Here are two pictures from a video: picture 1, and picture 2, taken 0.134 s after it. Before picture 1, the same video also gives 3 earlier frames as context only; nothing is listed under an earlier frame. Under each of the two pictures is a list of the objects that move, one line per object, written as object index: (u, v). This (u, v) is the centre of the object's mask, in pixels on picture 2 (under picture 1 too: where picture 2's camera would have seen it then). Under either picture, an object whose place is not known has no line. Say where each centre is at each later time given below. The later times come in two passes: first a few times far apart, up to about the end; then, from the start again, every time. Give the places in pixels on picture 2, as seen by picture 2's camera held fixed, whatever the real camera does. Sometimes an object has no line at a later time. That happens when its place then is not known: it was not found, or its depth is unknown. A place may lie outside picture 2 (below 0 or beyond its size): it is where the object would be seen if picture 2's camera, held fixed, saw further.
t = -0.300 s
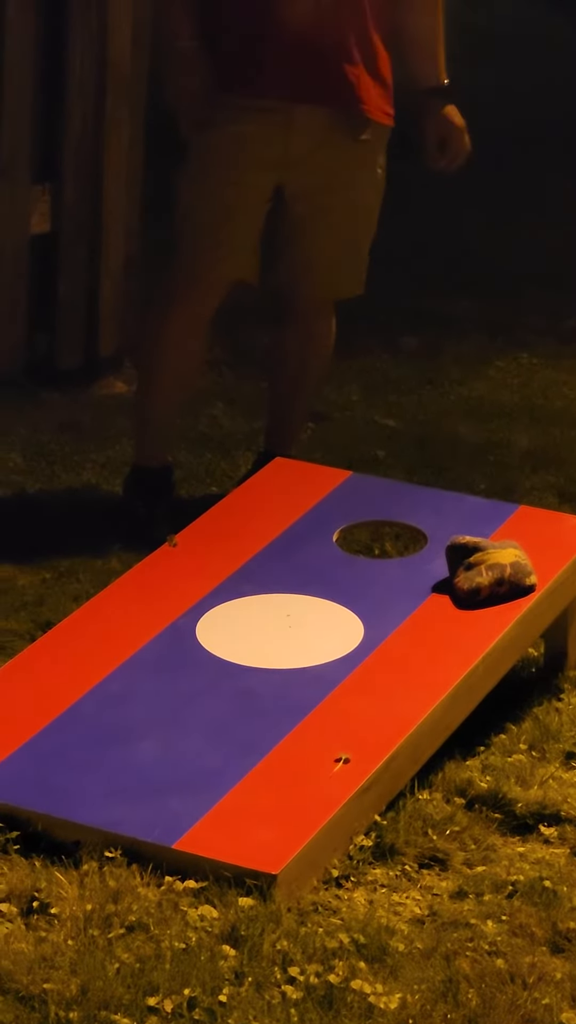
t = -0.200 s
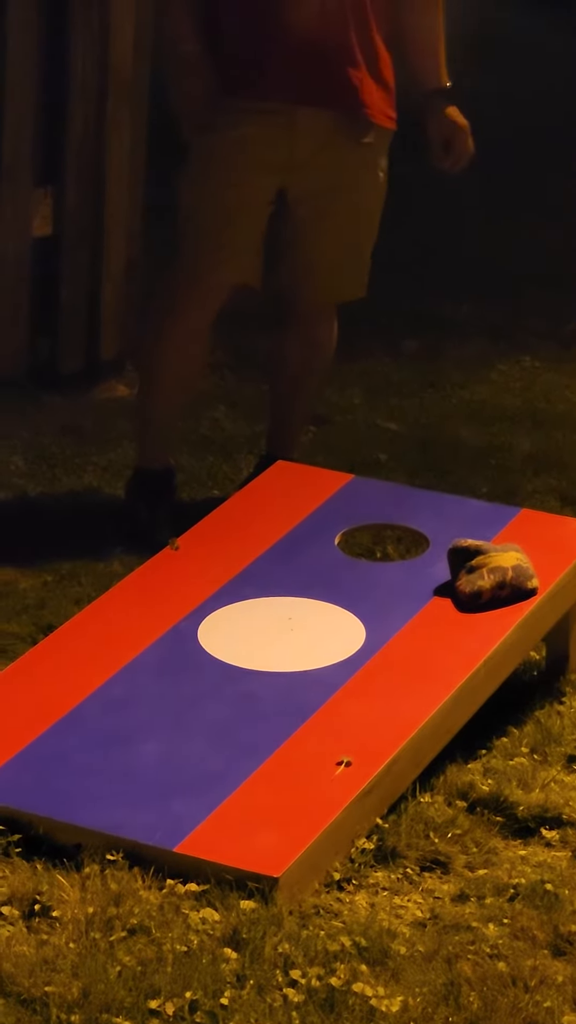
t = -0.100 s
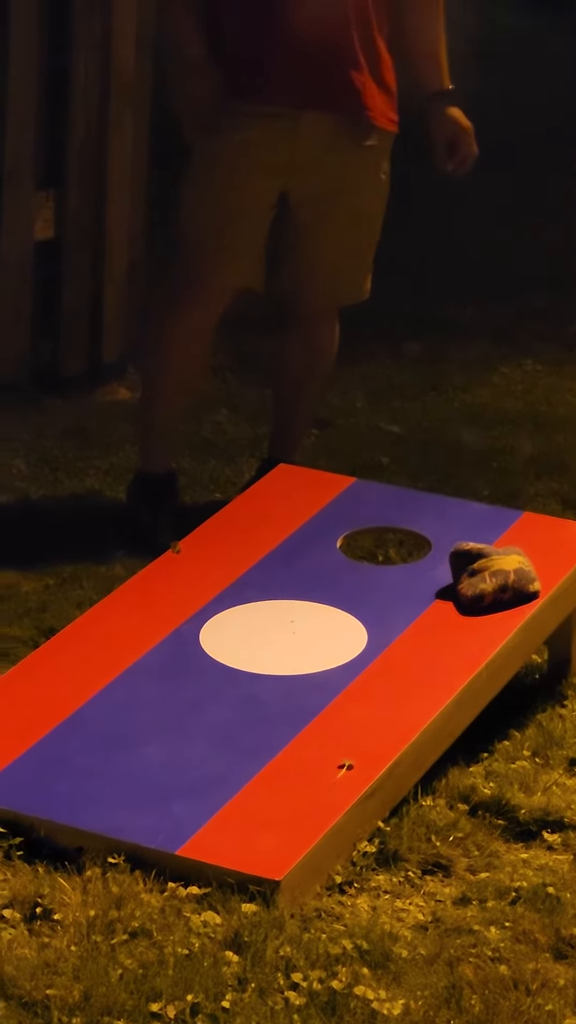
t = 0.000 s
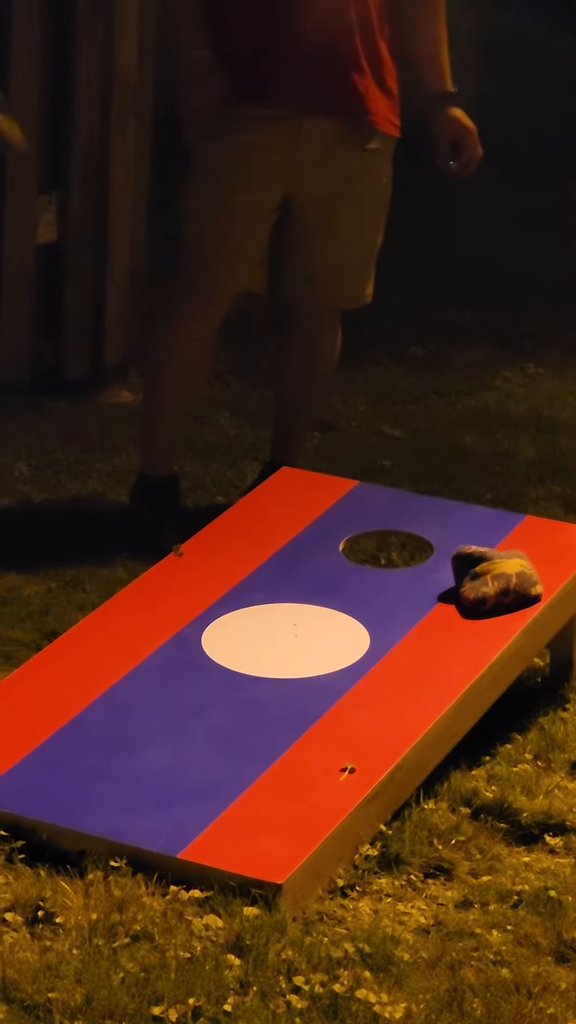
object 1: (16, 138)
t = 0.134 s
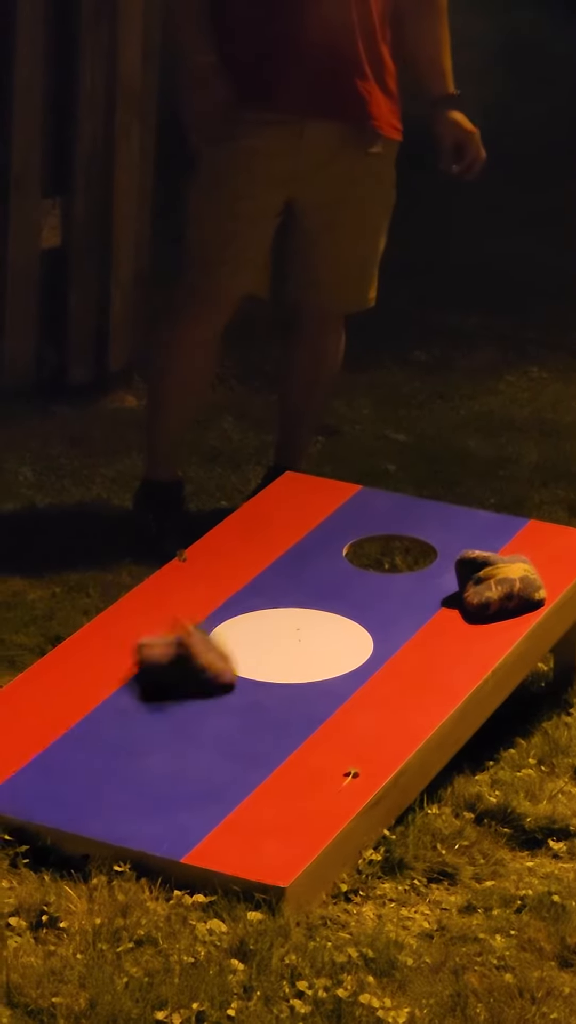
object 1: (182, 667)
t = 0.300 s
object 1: (236, 556)
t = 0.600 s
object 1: (241, 525)
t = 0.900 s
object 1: (239, 526)
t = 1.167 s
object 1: (239, 527)
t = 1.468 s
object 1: (239, 526)
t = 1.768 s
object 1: (238, 527)
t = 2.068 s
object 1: (238, 527)
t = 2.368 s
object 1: (238, 527)
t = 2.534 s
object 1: (238, 528)
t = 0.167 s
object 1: (193, 641)
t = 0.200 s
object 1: (202, 621)
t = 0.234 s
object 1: (221, 588)
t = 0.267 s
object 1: (230, 566)
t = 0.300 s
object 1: (236, 556)
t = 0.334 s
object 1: (241, 545)
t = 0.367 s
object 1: (241, 544)
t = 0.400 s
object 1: (242, 543)
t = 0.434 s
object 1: (240, 537)
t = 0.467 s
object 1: (241, 532)
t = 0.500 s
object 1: (241, 529)
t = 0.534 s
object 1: (241, 526)
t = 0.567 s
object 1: (241, 526)
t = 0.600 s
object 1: (241, 525)
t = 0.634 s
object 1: (240, 525)
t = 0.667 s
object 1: (240, 526)
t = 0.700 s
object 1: (239, 526)
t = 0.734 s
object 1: (239, 526)
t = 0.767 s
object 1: (240, 526)
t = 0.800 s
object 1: (239, 526)
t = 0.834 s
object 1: (239, 526)
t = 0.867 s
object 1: (239, 526)
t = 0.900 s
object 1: (239, 526)
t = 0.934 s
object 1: (239, 526)
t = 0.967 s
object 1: (239, 526)
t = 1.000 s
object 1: (239, 526)
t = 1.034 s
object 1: (239, 526)
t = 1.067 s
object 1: (239, 526)
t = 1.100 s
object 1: (239, 526)
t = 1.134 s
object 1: (239, 526)
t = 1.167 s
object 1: (239, 527)
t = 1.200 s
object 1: (239, 527)
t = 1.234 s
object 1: (239, 527)
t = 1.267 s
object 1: (239, 527)
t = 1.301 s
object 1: (239, 526)
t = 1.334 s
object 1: (239, 526)
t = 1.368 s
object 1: (239, 526)
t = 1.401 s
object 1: (239, 526)
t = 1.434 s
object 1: (239, 526)
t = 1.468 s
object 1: (239, 526)
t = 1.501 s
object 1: (239, 526)
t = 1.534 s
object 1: (239, 526)
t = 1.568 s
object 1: (239, 526)
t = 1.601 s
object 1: (239, 526)
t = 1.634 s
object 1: (239, 527)
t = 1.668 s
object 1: (239, 527)
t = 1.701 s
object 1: (238, 527)
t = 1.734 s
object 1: (238, 527)
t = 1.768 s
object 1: (238, 527)
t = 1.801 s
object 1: (238, 527)
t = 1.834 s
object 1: (238, 527)
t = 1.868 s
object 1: (238, 527)
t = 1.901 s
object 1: (238, 526)
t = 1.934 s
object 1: (238, 527)
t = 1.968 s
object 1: (238, 527)
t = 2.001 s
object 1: (238, 527)
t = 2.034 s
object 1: (238, 527)
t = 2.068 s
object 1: (238, 527)
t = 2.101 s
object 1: (238, 527)
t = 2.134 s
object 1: (238, 527)
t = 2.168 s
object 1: (238, 527)
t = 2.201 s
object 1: (238, 527)
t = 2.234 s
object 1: (238, 527)
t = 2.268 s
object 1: (238, 527)
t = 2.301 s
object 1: (238, 527)
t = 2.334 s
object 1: (238, 527)
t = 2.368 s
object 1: (238, 527)
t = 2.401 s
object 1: (238, 527)
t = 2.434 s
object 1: (238, 527)
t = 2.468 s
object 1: (238, 528)
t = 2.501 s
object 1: (238, 527)
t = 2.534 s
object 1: (238, 528)
